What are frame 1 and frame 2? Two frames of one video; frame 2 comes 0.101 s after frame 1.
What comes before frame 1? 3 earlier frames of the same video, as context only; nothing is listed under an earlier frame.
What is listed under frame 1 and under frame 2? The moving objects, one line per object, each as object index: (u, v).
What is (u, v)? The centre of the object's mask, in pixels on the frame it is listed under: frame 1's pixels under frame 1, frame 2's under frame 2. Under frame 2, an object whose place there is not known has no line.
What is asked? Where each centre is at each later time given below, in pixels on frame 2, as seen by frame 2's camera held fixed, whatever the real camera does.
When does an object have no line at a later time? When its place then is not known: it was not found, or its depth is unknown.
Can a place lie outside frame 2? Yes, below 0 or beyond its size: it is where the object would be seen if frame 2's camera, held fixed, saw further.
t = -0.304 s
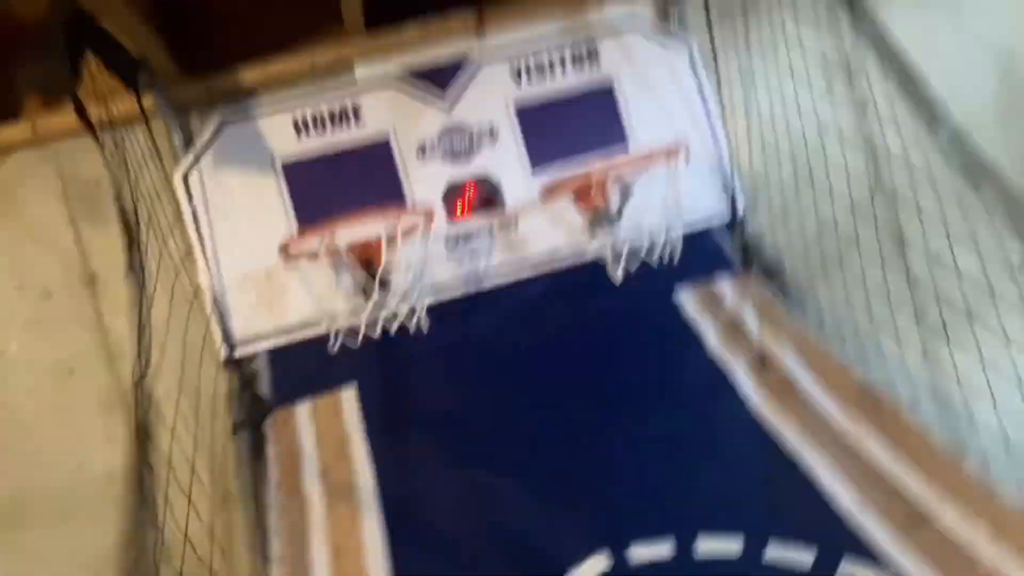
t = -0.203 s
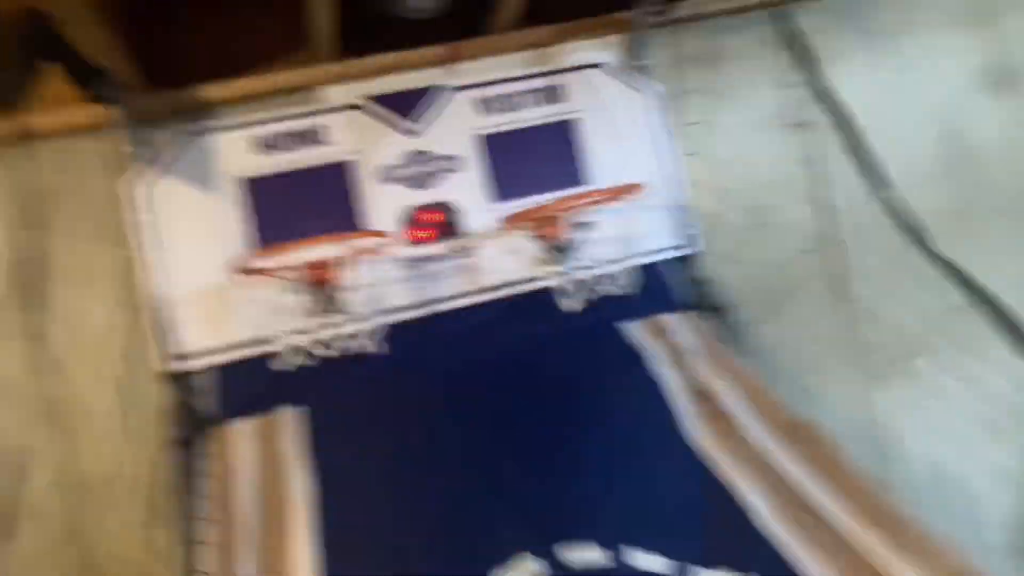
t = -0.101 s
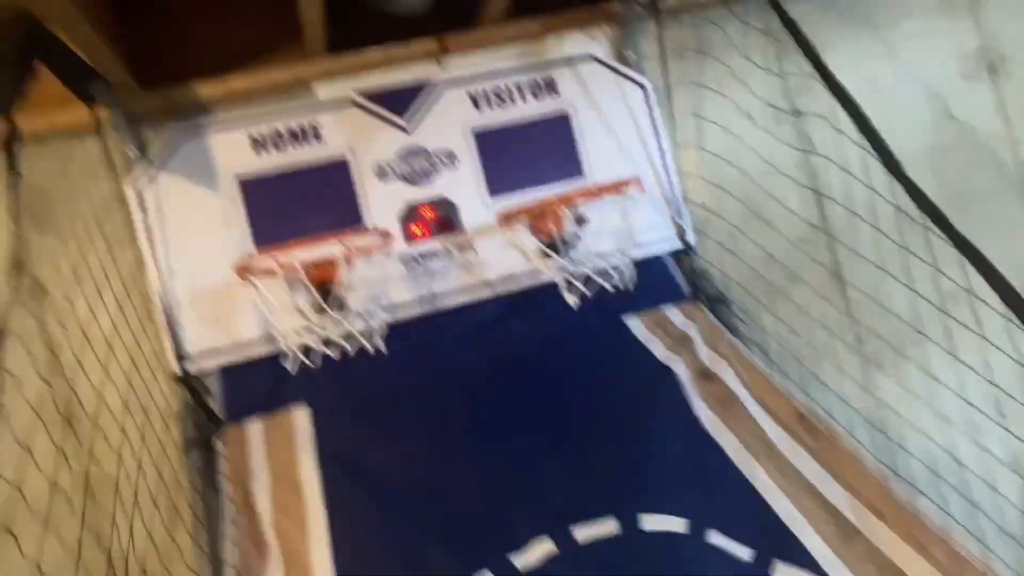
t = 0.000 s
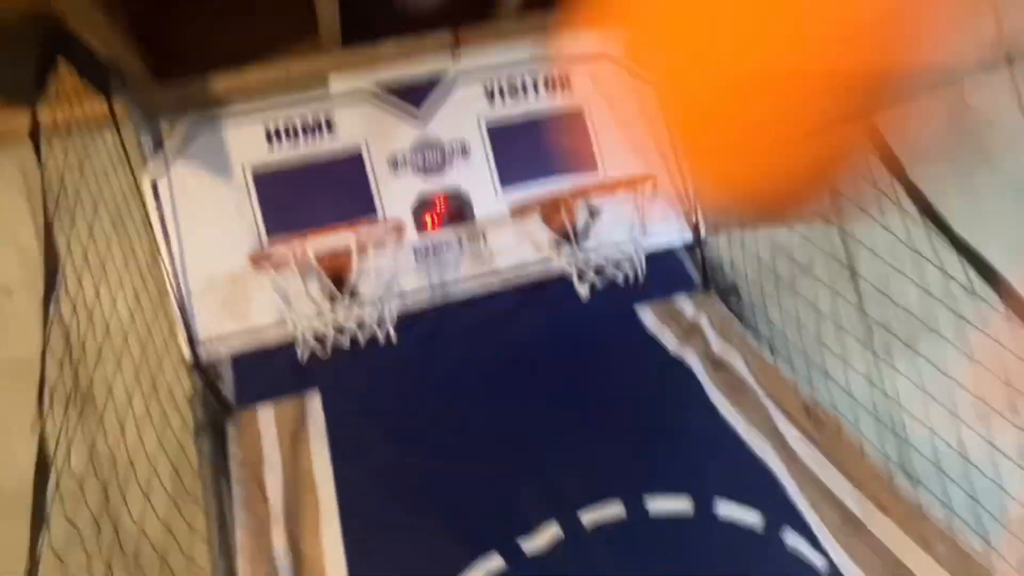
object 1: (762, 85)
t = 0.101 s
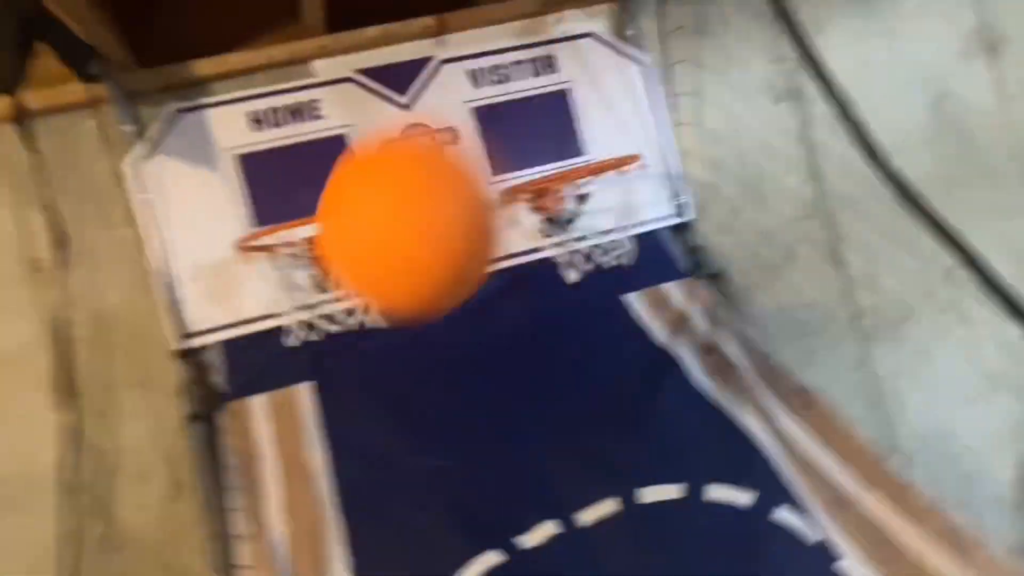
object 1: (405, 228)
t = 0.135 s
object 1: (362, 275)
